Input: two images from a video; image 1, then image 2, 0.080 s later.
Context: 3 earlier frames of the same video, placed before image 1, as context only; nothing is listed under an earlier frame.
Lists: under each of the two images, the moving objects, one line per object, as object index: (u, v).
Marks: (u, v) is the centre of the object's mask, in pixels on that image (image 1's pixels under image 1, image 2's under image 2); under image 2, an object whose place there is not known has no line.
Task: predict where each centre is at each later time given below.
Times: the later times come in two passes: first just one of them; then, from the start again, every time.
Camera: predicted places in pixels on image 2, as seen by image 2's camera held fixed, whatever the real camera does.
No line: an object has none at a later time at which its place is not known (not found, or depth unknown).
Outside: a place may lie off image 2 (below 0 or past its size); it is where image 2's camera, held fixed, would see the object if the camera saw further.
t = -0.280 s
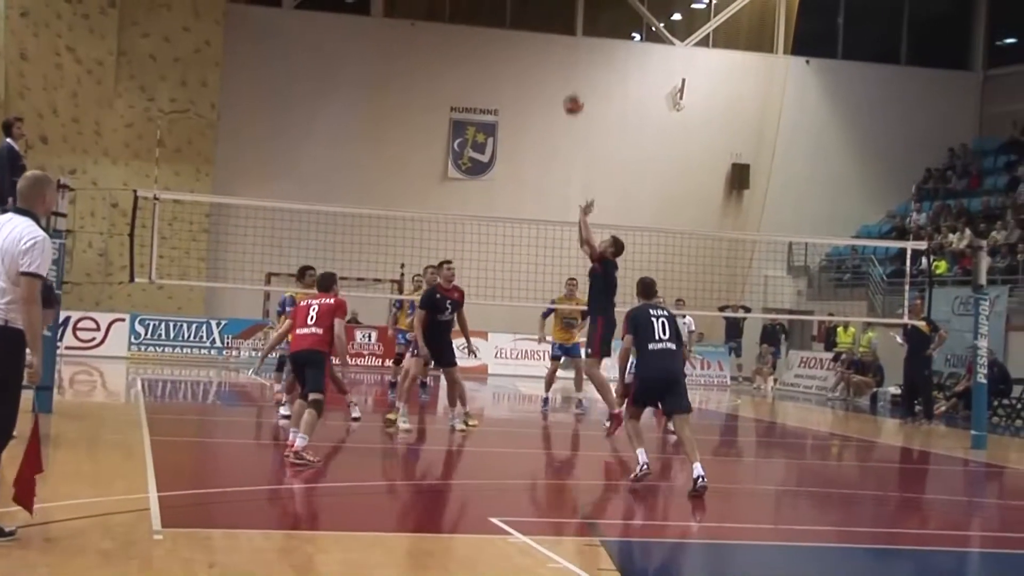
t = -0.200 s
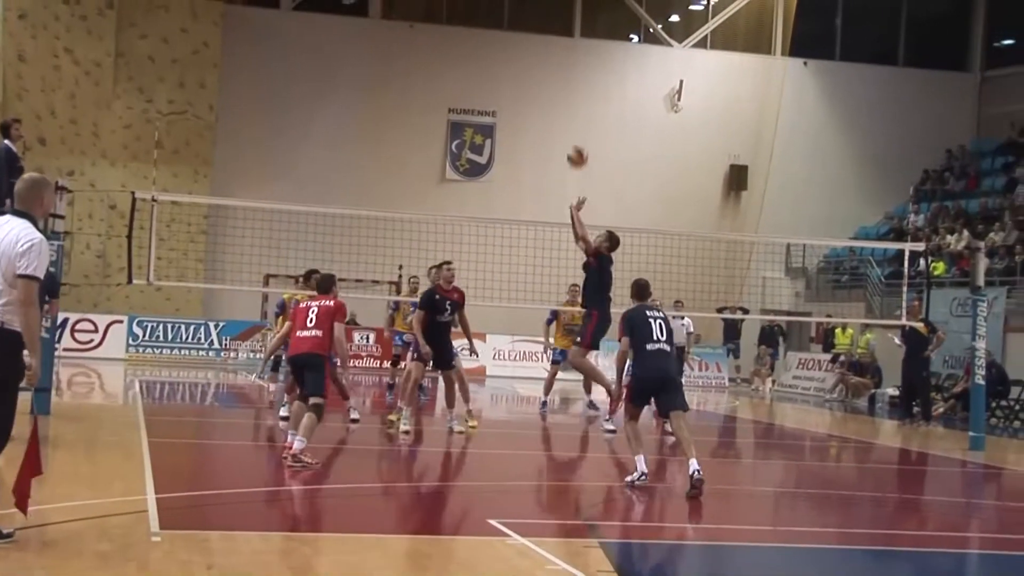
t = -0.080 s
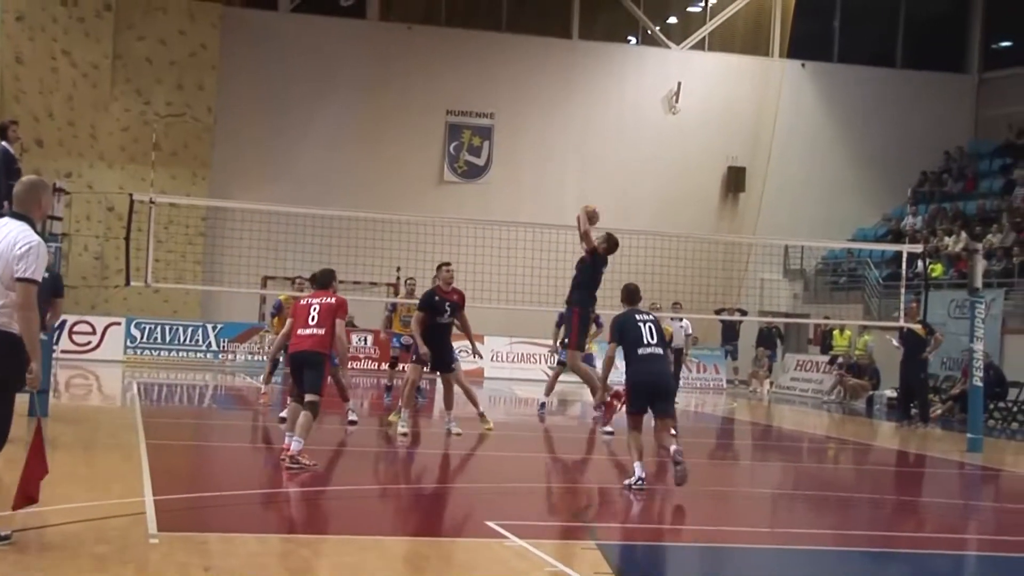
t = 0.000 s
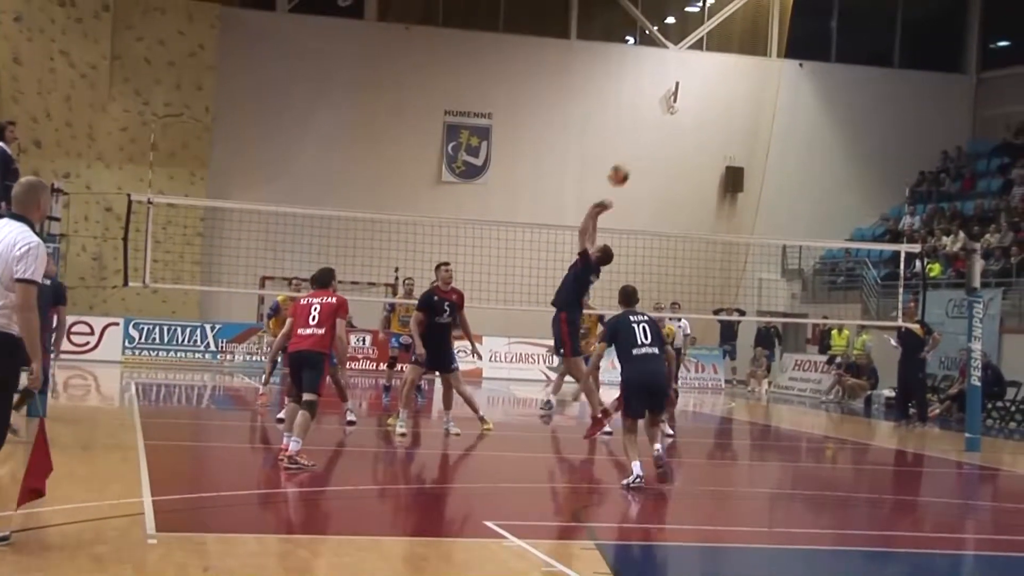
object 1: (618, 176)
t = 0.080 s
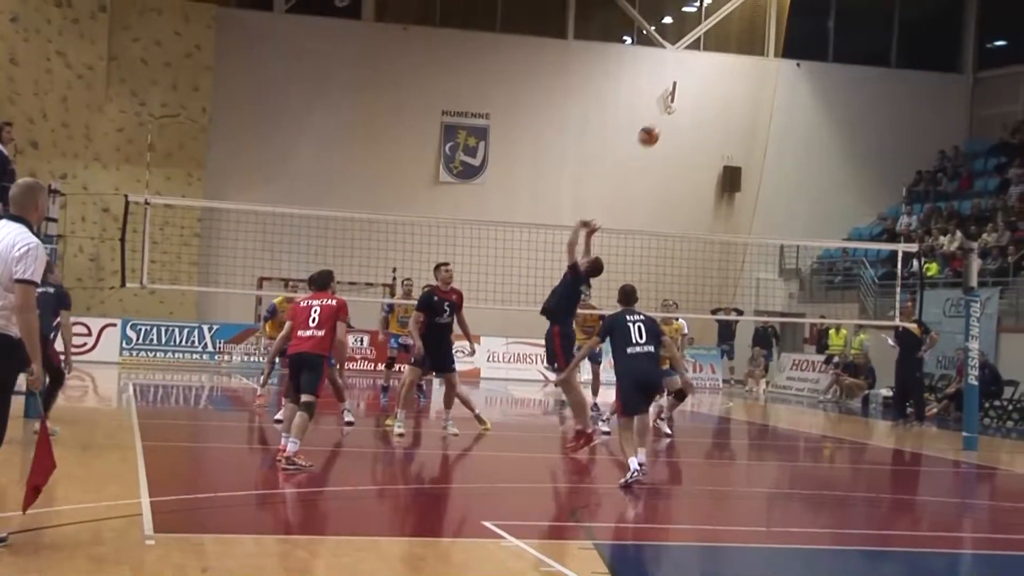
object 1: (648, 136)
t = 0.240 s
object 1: (709, 77)
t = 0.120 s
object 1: (664, 119)
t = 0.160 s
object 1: (679, 103)
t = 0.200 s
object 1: (695, 89)
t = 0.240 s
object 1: (709, 77)
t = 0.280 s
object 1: (724, 67)
